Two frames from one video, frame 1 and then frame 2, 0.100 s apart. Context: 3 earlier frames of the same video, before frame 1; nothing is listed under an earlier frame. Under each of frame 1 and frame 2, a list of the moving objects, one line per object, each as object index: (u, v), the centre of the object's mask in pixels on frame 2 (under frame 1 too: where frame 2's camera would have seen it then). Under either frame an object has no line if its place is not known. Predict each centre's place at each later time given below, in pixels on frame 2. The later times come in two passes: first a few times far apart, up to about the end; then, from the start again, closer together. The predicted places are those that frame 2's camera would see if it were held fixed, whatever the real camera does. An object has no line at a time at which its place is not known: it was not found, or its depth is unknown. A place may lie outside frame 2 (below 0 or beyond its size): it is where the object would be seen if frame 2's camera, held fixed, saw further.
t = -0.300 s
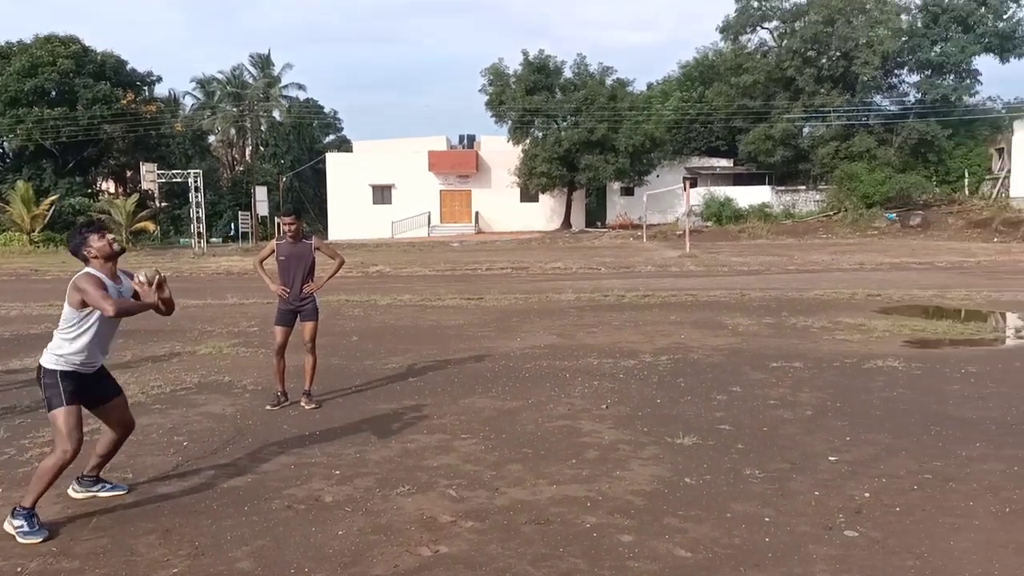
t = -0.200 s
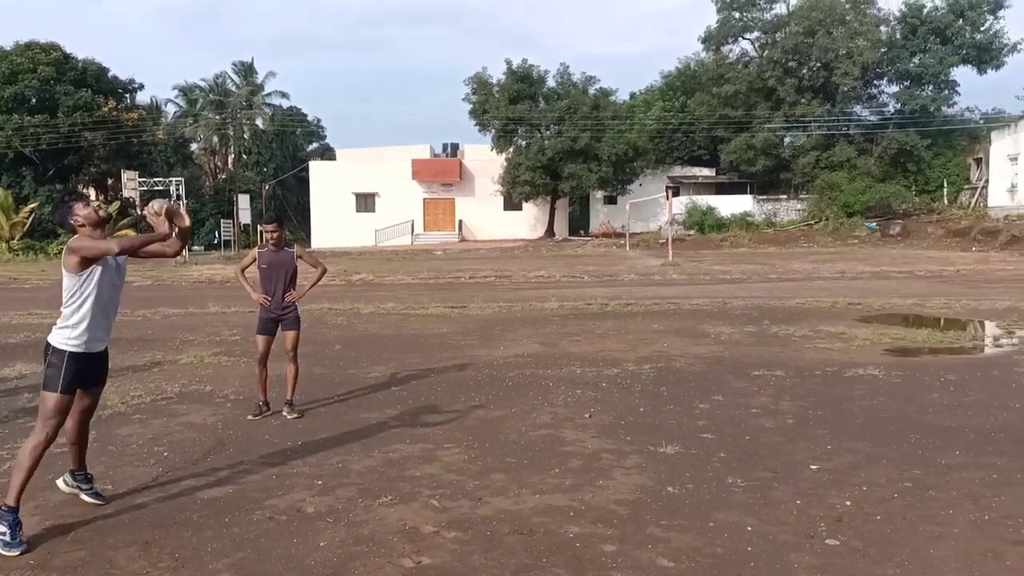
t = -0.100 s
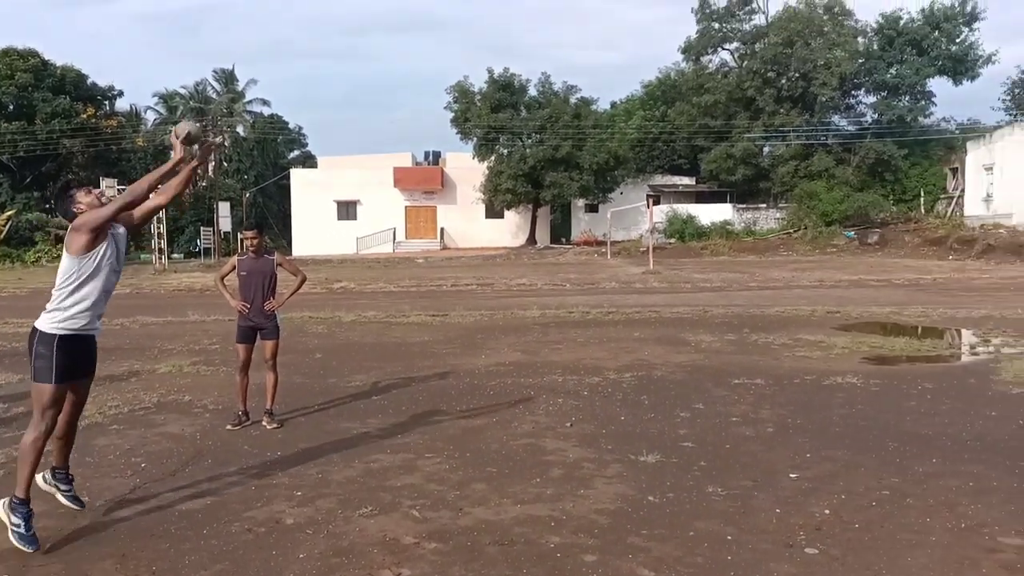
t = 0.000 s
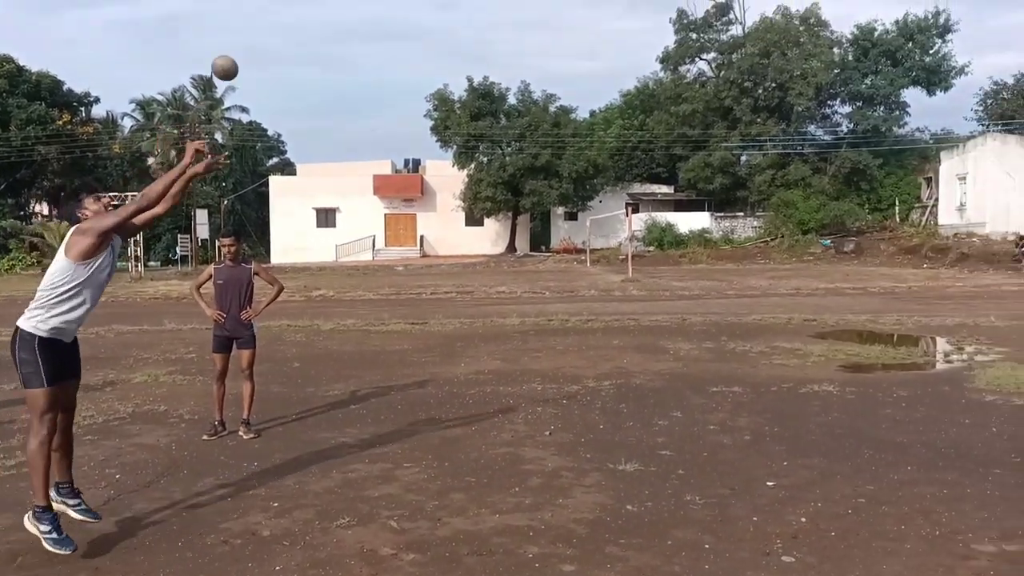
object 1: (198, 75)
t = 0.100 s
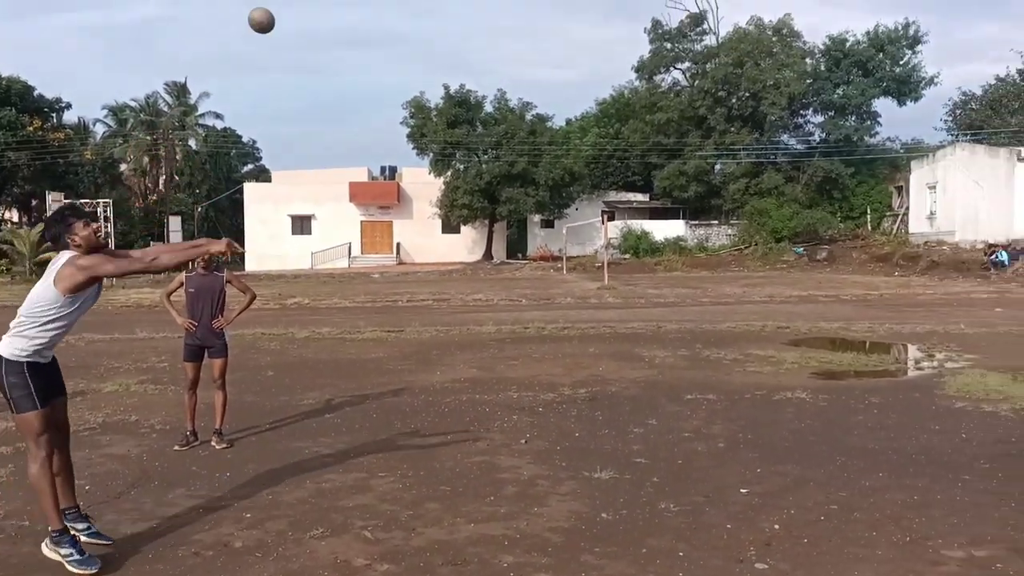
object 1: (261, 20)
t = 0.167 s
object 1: (305, 2)
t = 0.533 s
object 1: (549, 26)
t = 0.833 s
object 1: (757, 280)
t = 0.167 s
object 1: (305, 2)
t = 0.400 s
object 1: (460, -8)
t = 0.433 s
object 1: (482, -6)
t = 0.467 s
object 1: (504, -1)
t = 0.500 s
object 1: (526, 11)
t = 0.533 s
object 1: (549, 26)
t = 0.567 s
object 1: (571, 44)
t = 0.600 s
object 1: (594, 65)
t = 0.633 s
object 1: (617, 87)
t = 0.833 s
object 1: (757, 280)
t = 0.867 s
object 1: (783, 323)
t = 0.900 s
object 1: (808, 366)
